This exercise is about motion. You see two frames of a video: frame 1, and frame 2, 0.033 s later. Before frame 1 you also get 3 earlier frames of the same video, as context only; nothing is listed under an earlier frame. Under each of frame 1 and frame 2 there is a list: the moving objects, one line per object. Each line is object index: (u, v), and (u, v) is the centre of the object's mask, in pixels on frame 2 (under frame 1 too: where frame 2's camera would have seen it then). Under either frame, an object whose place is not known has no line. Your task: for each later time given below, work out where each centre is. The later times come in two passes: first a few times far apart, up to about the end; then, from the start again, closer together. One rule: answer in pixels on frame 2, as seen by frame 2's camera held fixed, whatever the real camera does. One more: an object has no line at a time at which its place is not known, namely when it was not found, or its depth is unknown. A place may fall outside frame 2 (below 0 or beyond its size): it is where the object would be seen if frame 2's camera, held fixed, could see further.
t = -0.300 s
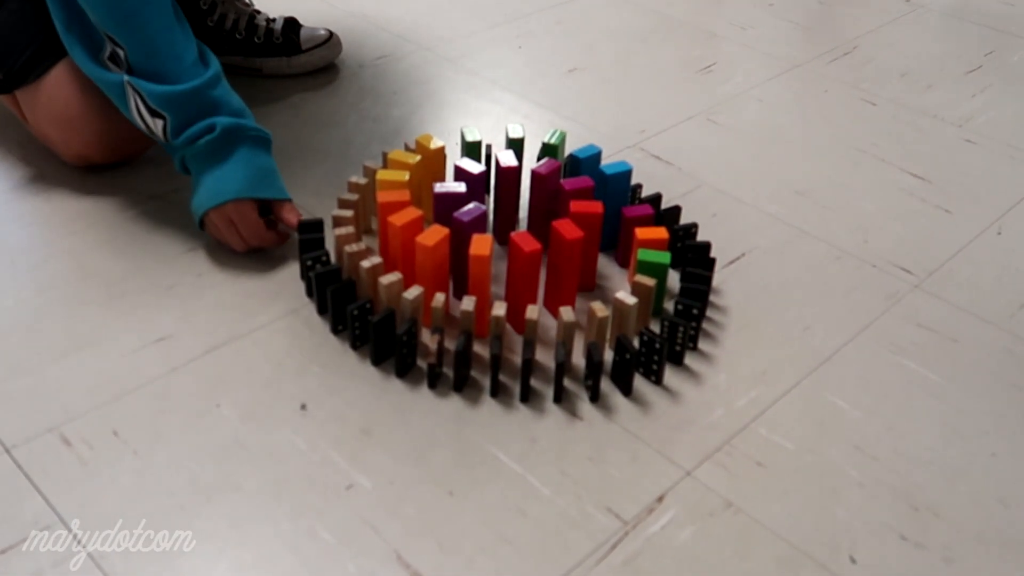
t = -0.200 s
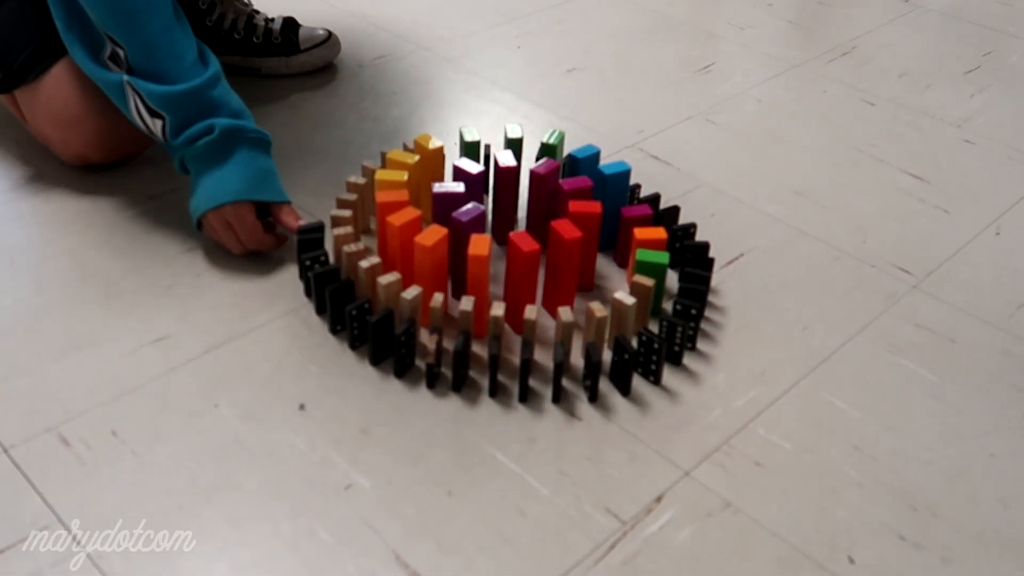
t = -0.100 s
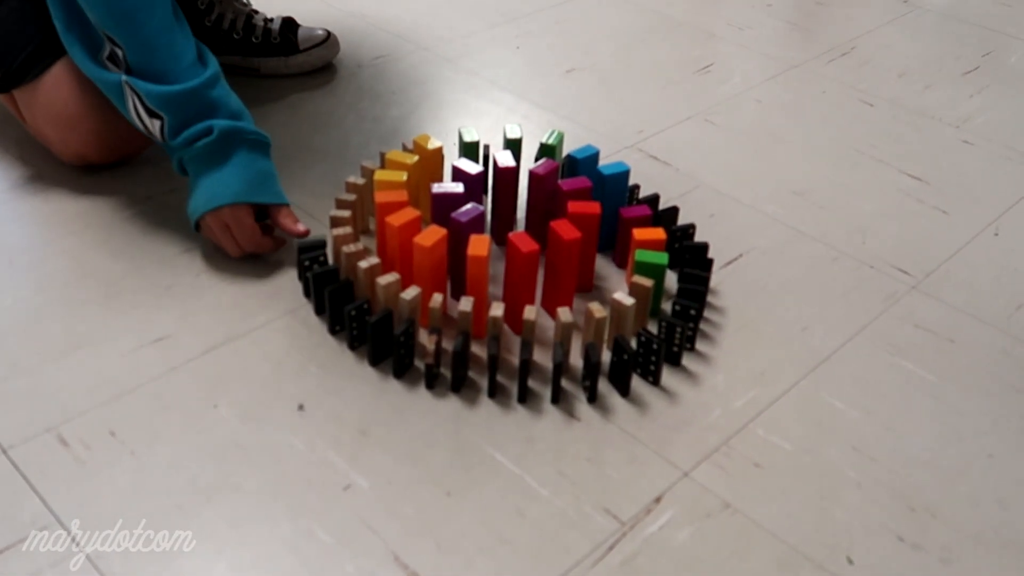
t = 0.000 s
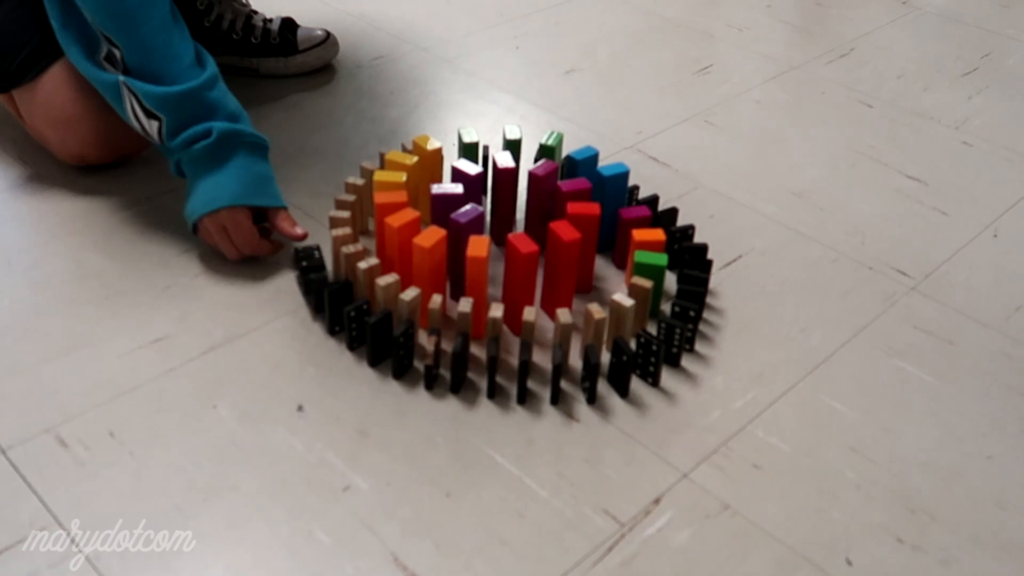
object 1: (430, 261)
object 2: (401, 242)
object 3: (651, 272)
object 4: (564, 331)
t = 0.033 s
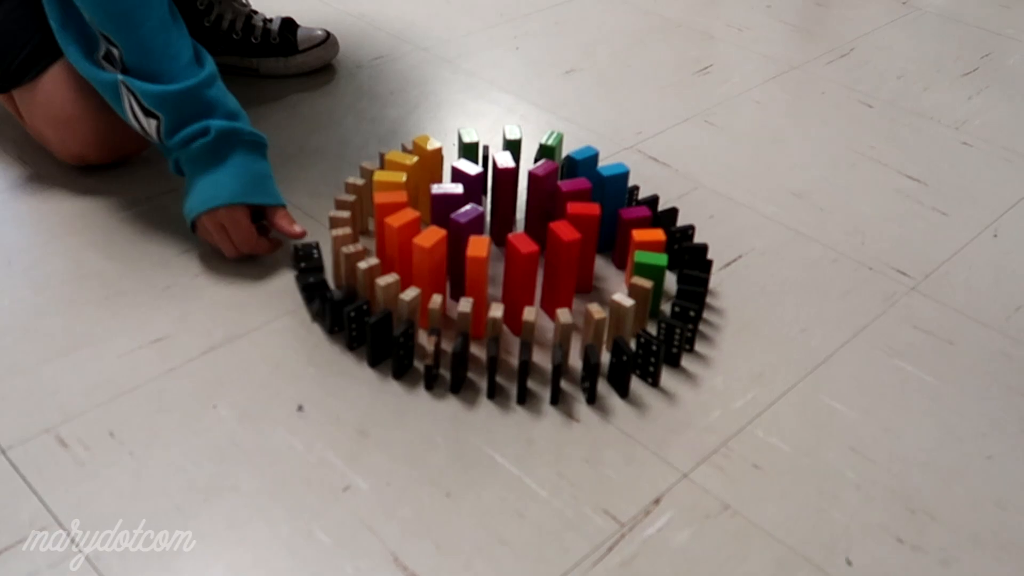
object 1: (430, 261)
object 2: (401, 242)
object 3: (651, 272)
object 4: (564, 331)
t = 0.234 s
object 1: (430, 261)
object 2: (401, 242)
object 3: (651, 272)
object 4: (564, 331)
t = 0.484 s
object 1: (430, 262)
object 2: (401, 243)
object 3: (651, 272)
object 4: (561, 341)
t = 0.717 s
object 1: (430, 262)
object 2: (401, 243)
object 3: (651, 273)
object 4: (562, 341)
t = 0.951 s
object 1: (430, 262)
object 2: (401, 243)
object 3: (651, 273)
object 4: (562, 341)
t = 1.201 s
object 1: (430, 262)
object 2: (401, 243)
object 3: (651, 273)
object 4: (562, 341)
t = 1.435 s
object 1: (430, 275)
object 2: (401, 255)
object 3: (651, 273)
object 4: (562, 340)
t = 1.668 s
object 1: (430, 275)
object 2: (401, 255)
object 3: (648, 264)
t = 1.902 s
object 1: (430, 275)
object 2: (401, 254)
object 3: (650, 266)
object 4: (608, 377)
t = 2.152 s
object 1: (429, 275)
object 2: (401, 255)
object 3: (653, 266)
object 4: (604, 373)
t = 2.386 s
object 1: (429, 275)
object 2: (401, 255)
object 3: (655, 267)
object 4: (604, 372)
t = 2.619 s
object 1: (466, 327)
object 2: (441, 298)
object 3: (654, 267)
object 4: (608, 377)
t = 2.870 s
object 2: (444, 300)
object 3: (675, 275)
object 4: (610, 378)
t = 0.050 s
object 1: (430, 261)
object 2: (401, 242)
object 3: (651, 272)
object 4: (564, 331)
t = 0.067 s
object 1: (430, 261)
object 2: (401, 242)
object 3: (651, 272)
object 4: (564, 331)
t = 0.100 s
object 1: (430, 261)
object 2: (401, 242)
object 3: (651, 272)
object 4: (564, 331)
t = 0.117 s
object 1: (430, 261)
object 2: (401, 242)
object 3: (651, 272)
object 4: (564, 331)
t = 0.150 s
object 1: (430, 261)
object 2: (401, 242)
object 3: (651, 272)
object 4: (564, 331)
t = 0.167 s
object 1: (430, 261)
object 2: (401, 242)
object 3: (651, 272)
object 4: (564, 331)
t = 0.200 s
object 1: (430, 261)
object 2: (401, 242)
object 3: (651, 272)
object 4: (564, 331)
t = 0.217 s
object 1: (430, 261)
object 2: (401, 242)
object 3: (651, 272)
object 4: (564, 331)
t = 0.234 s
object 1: (430, 261)
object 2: (401, 242)
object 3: (651, 272)
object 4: (564, 331)
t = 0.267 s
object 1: (430, 261)
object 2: (401, 242)
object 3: (651, 272)
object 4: (563, 329)
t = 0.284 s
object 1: (430, 261)
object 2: (401, 242)
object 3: (651, 272)
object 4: (562, 335)
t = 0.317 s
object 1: (430, 261)
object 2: (401, 242)
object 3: (651, 272)
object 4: (562, 338)
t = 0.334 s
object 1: (430, 261)
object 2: (401, 242)
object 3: (651, 272)
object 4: (562, 339)
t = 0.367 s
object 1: (430, 261)
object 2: (401, 242)
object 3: (651, 272)
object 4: (562, 340)
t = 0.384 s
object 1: (430, 261)
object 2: (401, 242)
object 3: (651, 272)
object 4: (562, 341)
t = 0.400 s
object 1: (430, 261)
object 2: (401, 242)
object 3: (651, 272)
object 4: (562, 340)
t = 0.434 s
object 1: (430, 261)
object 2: (401, 243)
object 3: (651, 272)
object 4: (562, 341)
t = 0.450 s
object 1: (430, 262)
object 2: (401, 242)
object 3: (651, 272)
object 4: (562, 341)
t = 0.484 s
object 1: (430, 262)
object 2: (401, 243)
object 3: (651, 272)
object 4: (561, 341)
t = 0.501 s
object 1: (430, 262)
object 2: (401, 243)
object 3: (651, 272)
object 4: (562, 340)
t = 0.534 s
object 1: (430, 263)
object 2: (401, 243)
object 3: (651, 272)
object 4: (562, 341)
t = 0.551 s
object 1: (430, 262)
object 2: (401, 243)
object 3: (651, 272)
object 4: (562, 341)
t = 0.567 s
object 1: (430, 261)
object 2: (401, 243)
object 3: (651, 272)
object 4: (562, 341)
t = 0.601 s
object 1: (430, 262)
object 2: (401, 243)
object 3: (651, 273)
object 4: (562, 341)
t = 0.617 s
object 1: (430, 263)
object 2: (401, 243)
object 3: (651, 273)
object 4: (562, 341)
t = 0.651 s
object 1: (430, 262)
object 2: (401, 243)
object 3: (651, 273)
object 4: (562, 341)
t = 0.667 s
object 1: (430, 263)
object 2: (401, 243)
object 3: (651, 273)
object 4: (562, 341)
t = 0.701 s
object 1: (430, 262)
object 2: (401, 243)
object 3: (651, 272)
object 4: (562, 341)
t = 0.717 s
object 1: (430, 262)
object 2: (401, 243)
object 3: (651, 273)
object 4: (562, 341)
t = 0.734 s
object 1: (430, 262)
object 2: (401, 243)
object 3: (651, 273)
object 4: (562, 341)
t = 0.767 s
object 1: (430, 262)
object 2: (401, 243)
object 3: (651, 273)
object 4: (562, 341)
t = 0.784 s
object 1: (430, 261)
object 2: (401, 243)
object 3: (651, 273)
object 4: (562, 341)
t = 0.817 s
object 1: (430, 261)
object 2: (401, 243)
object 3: (651, 272)
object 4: (562, 341)
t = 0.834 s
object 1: (430, 261)
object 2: (401, 243)
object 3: (651, 272)
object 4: (562, 341)
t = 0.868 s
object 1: (430, 261)
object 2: (401, 243)
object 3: (651, 273)
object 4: (562, 341)
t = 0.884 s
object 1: (430, 261)
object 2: (401, 243)
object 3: (651, 273)
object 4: (562, 341)
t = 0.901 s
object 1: (430, 261)
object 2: (401, 243)
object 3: (651, 273)
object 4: (562, 341)
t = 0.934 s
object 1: (430, 262)
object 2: (401, 243)
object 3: (651, 273)
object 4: (562, 341)
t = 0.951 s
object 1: (430, 262)
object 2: (401, 243)
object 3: (651, 273)
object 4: (562, 341)
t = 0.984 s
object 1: (430, 261)
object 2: (401, 243)
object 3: (651, 273)
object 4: (562, 341)
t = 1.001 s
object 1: (430, 261)
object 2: (401, 243)
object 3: (651, 273)
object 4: (562, 341)
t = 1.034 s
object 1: (430, 261)
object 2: (401, 243)
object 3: (651, 273)
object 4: (562, 341)
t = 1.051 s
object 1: (430, 261)
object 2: (401, 243)
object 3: (651, 273)
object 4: (562, 341)
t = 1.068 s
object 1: (430, 261)
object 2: (401, 243)
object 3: (651, 273)
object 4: (562, 341)
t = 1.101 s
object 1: (430, 262)
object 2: (401, 243)
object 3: (651, 273)
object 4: (562, 341)
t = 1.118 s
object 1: (430, 262)
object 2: (401, 243)
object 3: (651, 273)
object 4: (562, 341)
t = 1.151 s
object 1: (430, 262)
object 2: (401, 243)
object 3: (651, 273)
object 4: (562, 341)
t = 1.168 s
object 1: (430, 262)
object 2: (401, 243)
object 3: (651, 273)
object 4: (562, 341)
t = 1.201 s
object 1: (430, 262)
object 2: (401, 243)
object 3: (651, 273)
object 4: (562, 341)
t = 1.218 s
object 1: (430, 262)
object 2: (401, 243)
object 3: (651, 273)
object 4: (562, 341)
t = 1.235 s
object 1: (430, 263)
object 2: (401, 243)
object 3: (651, 273)
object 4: (562, 341)
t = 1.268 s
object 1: (430, 262)
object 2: (401, 242)
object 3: (651, 273)
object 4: (562, 341)
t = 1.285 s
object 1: (430, 262)
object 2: (401, 242)
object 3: (651, 273)
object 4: (562, 340)
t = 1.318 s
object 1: (430, 260)
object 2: (401, 244)
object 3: (651, 273)
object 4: (562, 340)
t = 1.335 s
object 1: (430, 261)
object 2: (401, 247)
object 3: (651, 273)
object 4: (562, 340)
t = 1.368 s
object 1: (430, 270)
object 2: (400, 252)
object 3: (651, 273)
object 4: (562, 340)
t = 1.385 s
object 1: (430, 273)
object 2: (401, 254)
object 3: (651, 273)
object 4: (562, 340)
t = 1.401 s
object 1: (430, 275)
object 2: (401, 254)
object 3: (651, 273)
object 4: (562, 340)
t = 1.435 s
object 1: (430, 275)
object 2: (401, 255)
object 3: (651, 273)
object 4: (562, 340)
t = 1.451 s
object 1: (430, 275)
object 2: (401, 255)
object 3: (651, 273)
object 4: (563, 340)
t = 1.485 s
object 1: (430, 275)
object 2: (401, 255)
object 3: (651, 273)
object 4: (568, 349)
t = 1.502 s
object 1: (430, 275)
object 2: (401, 255)
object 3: (651, 273)
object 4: (567, 359)
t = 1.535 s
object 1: (430, 275)
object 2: (401, 255)
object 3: (651, 273)
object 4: (573, 350)
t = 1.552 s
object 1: (429, 275)
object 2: (401, 255)
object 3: (651, 273)
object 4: (575, 355)
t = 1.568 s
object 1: (429, 275)
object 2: (401, 255)
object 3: (651, 273)
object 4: (585, 368)
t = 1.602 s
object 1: (430, 275)
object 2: (401, 255)
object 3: (651, 270)
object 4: (609, 377)
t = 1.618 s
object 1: (430, 275)
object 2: (401, 255)
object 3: (648, 265)
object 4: (610, 377)
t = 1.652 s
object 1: (430, 275)
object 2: (401, 255)
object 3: (648, 265)
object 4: (609, 377)
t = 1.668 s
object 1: (430, 275)
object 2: (401, 255)
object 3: (648, 264)
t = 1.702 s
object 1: (430, 275)
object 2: (401, 255)
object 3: (648, 262)
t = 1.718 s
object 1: (430, 275)
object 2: (401, 255)
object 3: (648, 262)
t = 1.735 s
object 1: (430, 275)
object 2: (401, 255)
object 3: (648, 262)
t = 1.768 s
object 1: (430, 275)
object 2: (401, 254)
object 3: (649, 262)
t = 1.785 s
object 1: (430, 275)
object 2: (401, 255)
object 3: (648, 262)
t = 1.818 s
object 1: (430, 275)
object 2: (401, 255)
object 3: (648, 263)
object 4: (610, 377)
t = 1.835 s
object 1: (430, 275)
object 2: (401, 255)
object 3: (648, 264)
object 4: (609, 377)
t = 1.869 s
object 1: (430, 275)
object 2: (401, 255)
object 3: (649, 265)
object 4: (608, 377)
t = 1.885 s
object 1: (430, 275)
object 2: (401, 255)
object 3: (649, 266)
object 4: (608, 377)
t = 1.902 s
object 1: (430, 275)
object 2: (401, 254)
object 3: (650, 266)
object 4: (608, 377)
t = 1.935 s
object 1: (430, 275)
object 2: (401, 255)
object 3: (651, 267)
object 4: (607, 376)
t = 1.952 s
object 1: (430, 275)
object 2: (401, 255)
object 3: (652, 268)
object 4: (607, 376)
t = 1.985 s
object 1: (430, 275)
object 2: (401, 254)
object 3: (653, 268)
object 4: (607, 376)
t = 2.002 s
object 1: (429, 275)
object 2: (401, 254)
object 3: (653, 267)
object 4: (607, 376)
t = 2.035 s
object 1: (429, 275)
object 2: (401, 255)
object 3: (654, 268)
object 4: (607, 376)
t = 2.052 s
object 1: (429, 275)
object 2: (401, 255)
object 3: (654, 268)
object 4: (607, 376)
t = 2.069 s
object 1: (429, 275)
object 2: (401, 255)
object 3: (654, 268)
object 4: (607, 376)
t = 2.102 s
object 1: (429, 275)
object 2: (401, 255)
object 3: (653, 266)
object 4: (605, 374)
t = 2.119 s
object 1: (429, 275)
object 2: (401, 254)
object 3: (654, 268)
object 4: (605, 373)
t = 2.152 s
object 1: (429, 275)
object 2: (401, 255)
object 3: (653, 266)
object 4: (604, 373)
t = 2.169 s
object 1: (429, 275)
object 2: (401, 255)
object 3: (653, 267)
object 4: (604, 373)
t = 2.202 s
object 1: (430, 275)
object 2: (401, 254)
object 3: (654, 267)
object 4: (604, 372)
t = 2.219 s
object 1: (430, 275)
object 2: (401, 254)
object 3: (654, 268)
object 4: (603, 371)
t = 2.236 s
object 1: (430, 275)
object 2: (401, 255)
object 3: (654, 267)
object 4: (603, 371)
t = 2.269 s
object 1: (429, 275)
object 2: (401, 254)
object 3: (654, 266)
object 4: (604, 372)
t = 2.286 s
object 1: (429, 275)
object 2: (401, 254)
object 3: (655, 268)
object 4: (604, 372)
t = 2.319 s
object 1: (429, 275)
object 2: (401, 254)
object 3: (654, 268)
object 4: (603, 371)
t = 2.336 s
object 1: (429, 275)
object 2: (401, 255)
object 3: (654, 267)
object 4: (603, 371)
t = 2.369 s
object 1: (429, 275)
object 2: (400, 255)
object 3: (654, 267)
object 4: (604, 371)
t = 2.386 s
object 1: (429, 275)
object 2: (401, 255)
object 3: (655, 267)
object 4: (604, 372)
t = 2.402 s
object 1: (429, 275)
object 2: (402, 256)
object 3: (655, 267)
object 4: (603, 371)
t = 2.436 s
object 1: (430, 275)
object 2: (403, 258)
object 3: (654, 268)
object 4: (604, 372)
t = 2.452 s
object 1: (430, 275)
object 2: (405, 261)
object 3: (654, 267)
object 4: (604, 372)
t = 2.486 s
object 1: (435, 277)
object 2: (409, 267)
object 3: (654, 267)
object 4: (604, 373)
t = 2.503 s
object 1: (439, 280)
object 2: (413, 271)
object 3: (654, 268)
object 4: (605, 373)
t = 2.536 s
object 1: (445, 287)
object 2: (424, 274)
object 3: (654, 268)
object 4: (606, 374)
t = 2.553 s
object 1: (448, 287)
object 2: (429, 275)
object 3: (654, 267)
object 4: (606, 375)
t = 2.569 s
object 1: (452, 293)
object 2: (432, 280)
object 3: (654, 268)
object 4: (606, 376)
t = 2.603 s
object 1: (466, 315)
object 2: (440, 293)
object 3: (654, 268)
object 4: (608, 377)
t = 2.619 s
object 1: (466, 327)
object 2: (441, 298)
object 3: (654, 267)
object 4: (608, 377)
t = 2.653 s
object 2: (444, 299)
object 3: (654, 267)
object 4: (609, 378)
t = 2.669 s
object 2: (447, 301)
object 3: (654, 268)
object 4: (609, 378)
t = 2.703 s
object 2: (448, 303)
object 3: (654, 268)
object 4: (610, 378)
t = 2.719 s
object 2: (450, 303)
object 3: (654, 267)
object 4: (609, 378)
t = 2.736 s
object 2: (450, 303)
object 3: (654, 267)
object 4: (609, 378)
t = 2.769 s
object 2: (448, 302)
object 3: (661, 263)
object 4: (609, 378)
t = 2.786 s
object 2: (447, 302)
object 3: (667, 265)
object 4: (610, 378)
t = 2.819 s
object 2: (445, 301)
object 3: (673, 270)
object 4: (610, 378)
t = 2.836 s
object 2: (445, 301)
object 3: (675, 272)
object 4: (610, 378)
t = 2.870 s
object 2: (444, 300)
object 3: (675, 275)
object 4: (610, 378)
